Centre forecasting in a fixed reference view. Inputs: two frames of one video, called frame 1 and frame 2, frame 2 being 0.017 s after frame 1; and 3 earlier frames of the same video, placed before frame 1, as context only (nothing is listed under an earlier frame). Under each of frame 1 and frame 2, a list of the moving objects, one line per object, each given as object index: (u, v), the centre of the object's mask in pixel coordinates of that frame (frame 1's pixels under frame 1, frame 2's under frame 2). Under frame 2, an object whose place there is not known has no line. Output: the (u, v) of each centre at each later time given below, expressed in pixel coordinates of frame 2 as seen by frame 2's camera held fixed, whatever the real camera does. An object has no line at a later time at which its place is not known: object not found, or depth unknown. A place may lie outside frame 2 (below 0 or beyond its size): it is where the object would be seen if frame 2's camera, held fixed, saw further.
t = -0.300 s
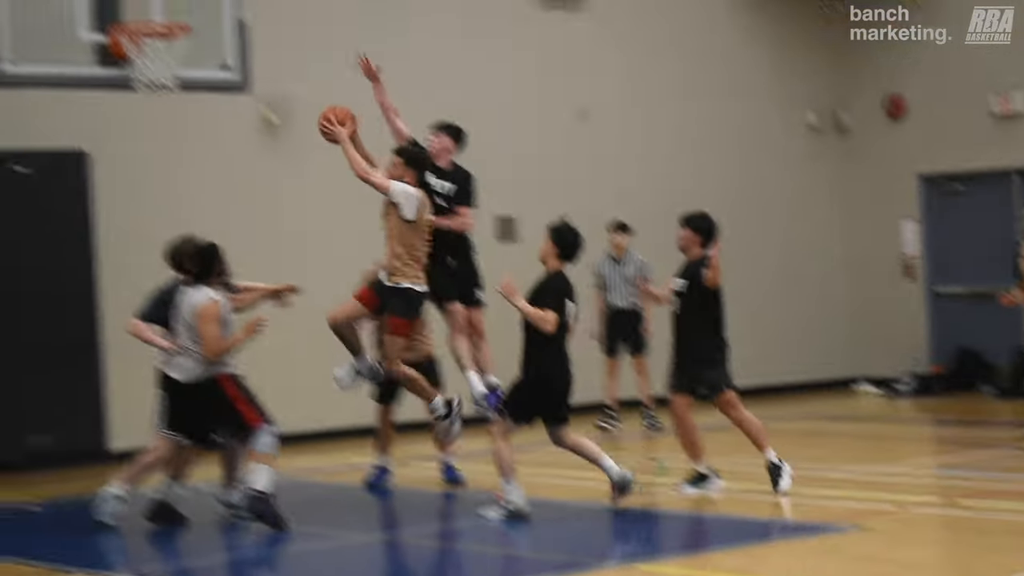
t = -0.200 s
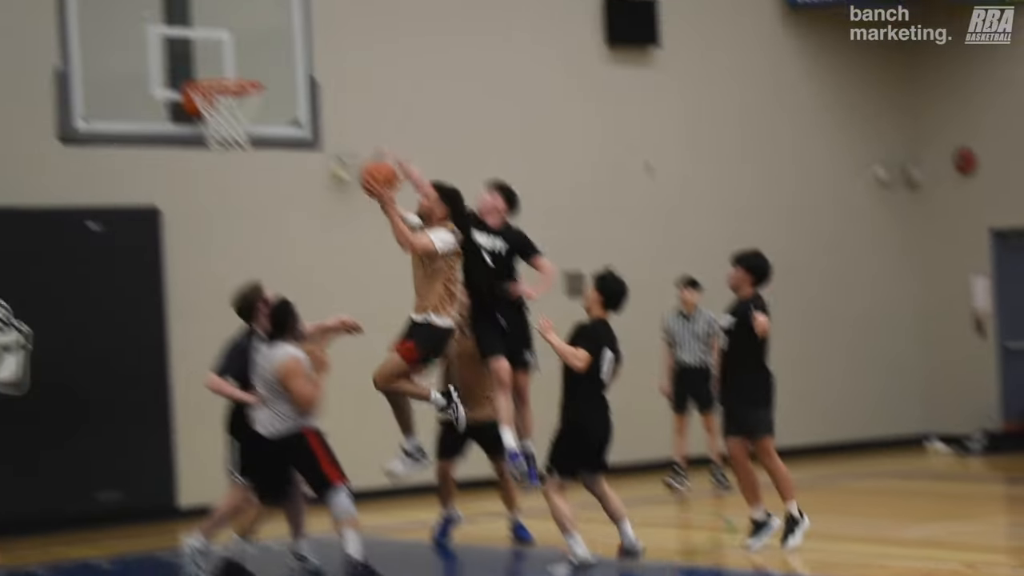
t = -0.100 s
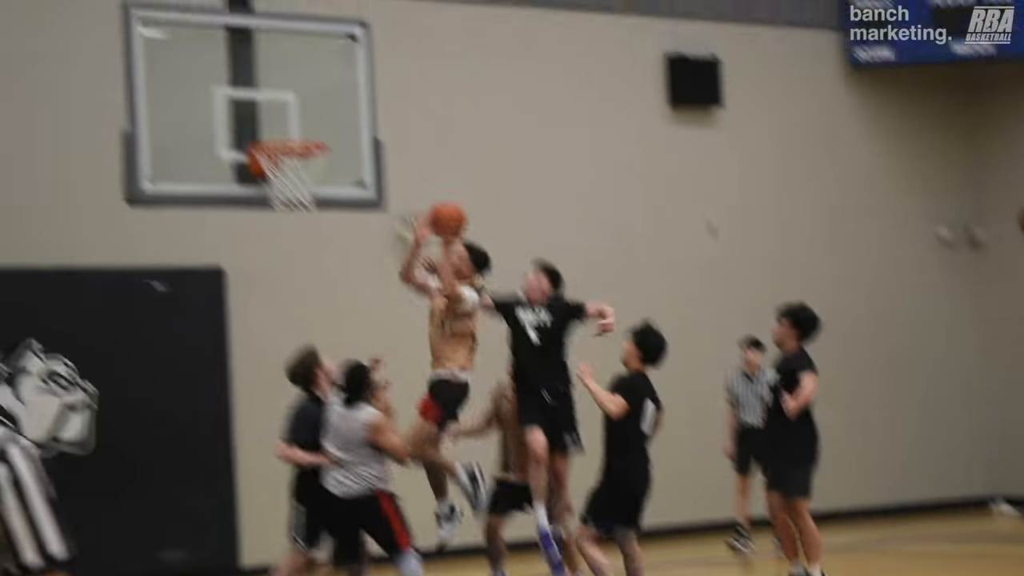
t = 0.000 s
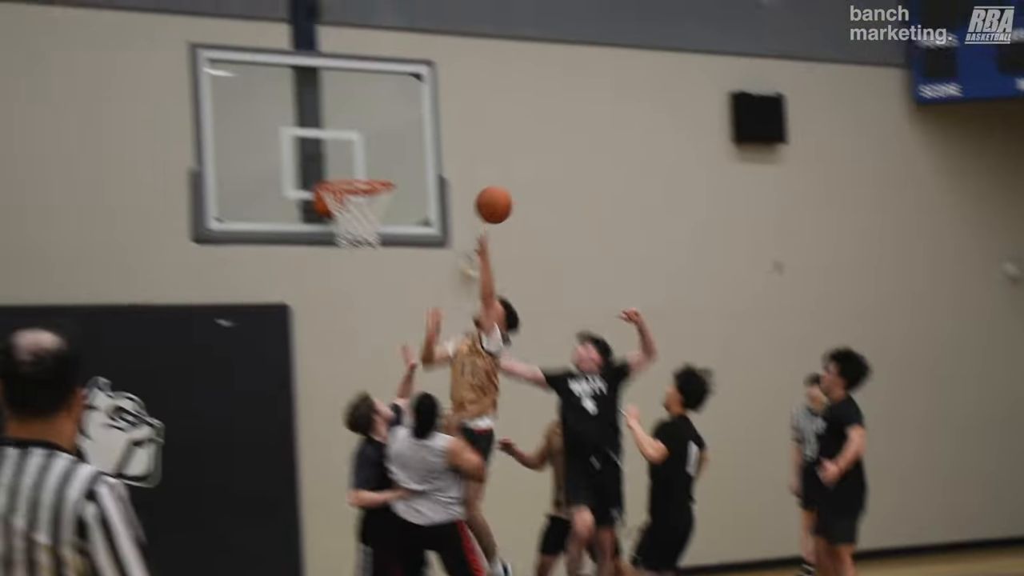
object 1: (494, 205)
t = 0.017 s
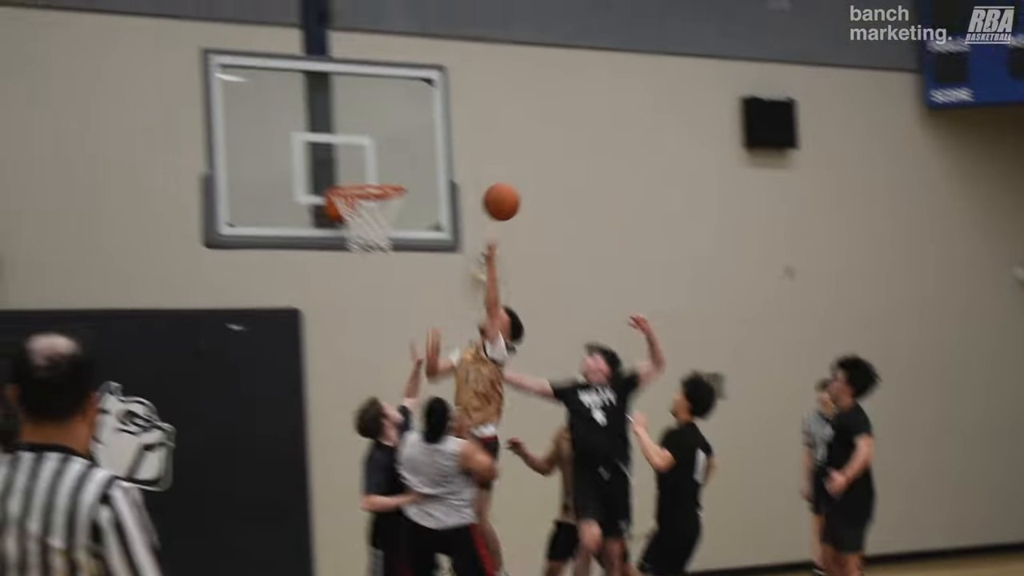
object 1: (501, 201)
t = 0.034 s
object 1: (497, 194)
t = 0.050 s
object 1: (493, 187)
